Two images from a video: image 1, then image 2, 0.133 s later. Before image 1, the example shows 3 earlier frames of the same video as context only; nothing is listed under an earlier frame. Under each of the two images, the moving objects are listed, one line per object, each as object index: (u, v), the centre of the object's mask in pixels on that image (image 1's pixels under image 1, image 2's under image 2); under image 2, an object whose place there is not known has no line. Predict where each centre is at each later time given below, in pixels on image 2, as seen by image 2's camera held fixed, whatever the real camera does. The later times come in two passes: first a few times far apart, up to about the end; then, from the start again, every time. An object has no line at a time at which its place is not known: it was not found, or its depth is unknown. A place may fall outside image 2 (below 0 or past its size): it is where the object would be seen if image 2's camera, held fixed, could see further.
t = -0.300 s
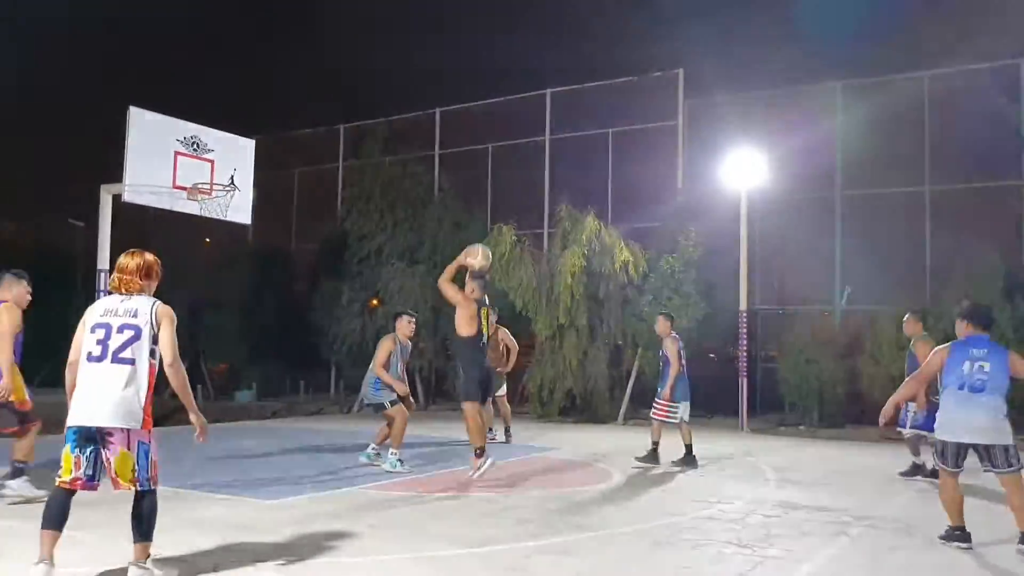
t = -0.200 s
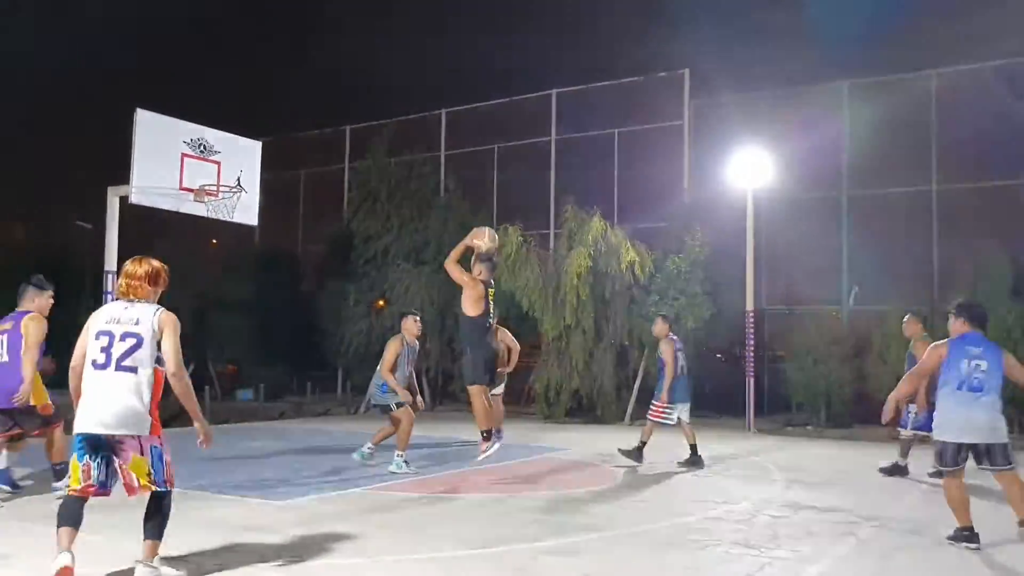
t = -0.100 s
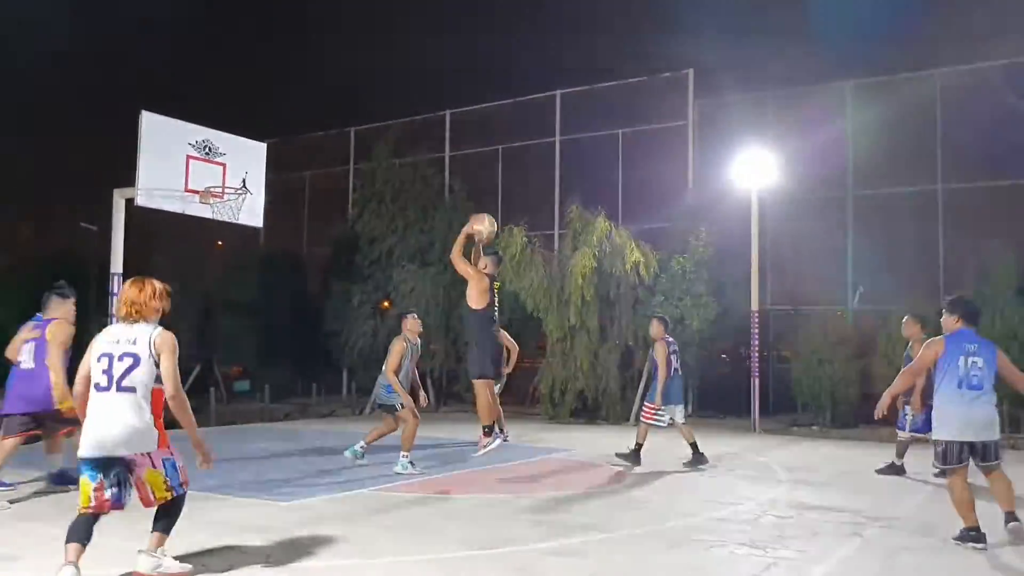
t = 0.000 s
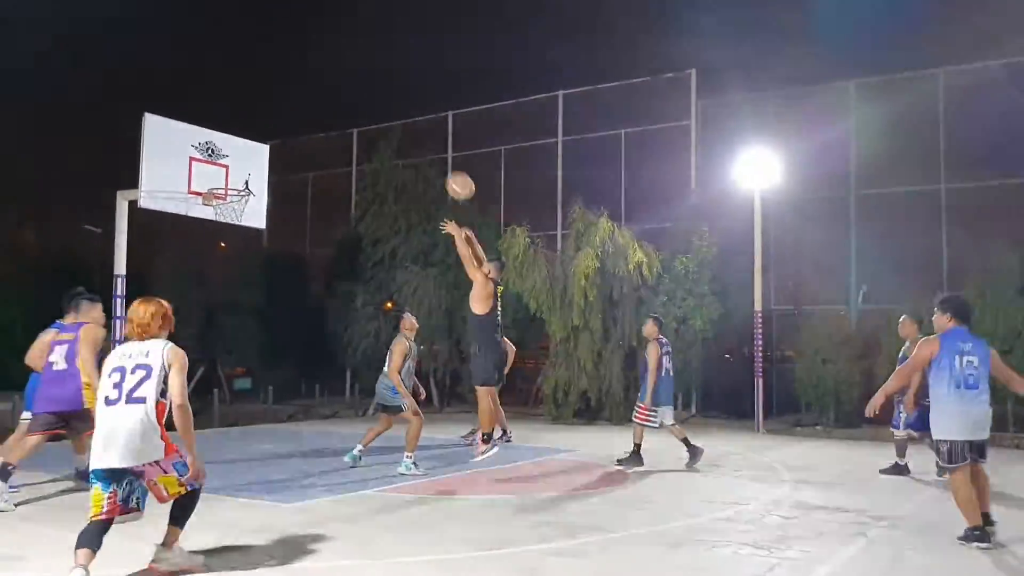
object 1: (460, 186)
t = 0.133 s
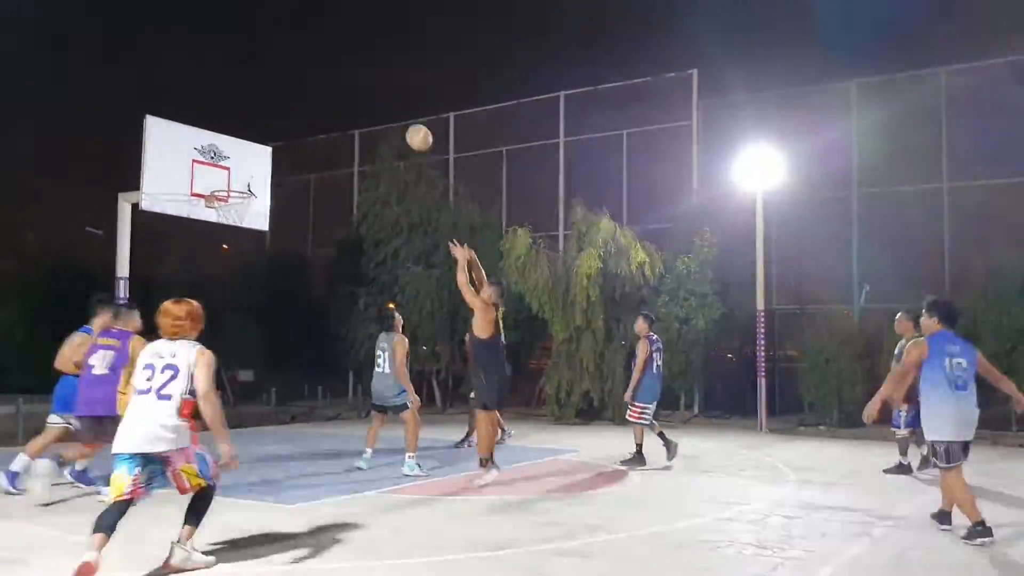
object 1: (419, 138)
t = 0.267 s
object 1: (379, 109)
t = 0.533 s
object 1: (307, 105)
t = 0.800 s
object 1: (246, 159)
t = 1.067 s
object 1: (214, 136)
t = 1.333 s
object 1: (189, 122)
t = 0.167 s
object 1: (409, 129)
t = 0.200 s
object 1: (399, 121)
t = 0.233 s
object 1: (388, 114)
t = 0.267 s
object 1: (379, 109)
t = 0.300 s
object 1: (369, 105)
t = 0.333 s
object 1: (360, 102)
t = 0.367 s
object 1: (351, 100)
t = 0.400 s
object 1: (343, 99)
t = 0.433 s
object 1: (333, 99)
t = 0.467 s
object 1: (325, 100)
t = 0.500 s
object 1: (317, 102)
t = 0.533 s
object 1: (307, 105)
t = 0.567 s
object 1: (300, 108)
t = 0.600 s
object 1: (292, 113)
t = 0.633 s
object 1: (283, 119)
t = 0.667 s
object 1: (276, 125)
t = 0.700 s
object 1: (269, 133)
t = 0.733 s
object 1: (262, 140)
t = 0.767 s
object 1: (254, 148)
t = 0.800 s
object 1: (246, 159)
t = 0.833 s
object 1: (240, 169)
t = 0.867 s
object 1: (232, 180)
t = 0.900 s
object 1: (228, 175)
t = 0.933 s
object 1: (225, 166)
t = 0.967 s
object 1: (223, 158)
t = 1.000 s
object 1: (220, 150)
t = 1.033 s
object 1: (216, 143)
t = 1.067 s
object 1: (214, 136)
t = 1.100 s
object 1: (211, 132)
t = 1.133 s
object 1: (208, 128)
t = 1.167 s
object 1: (205, 124)
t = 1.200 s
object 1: (202, 122)
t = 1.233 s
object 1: (199, 121)
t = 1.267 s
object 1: (196, 120)
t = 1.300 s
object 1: (193, 121)
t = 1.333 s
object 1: (189, 122)
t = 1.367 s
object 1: (186, 124)
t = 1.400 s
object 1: (183, 127)
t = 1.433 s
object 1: (180, 131)
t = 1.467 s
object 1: (176, 136)
